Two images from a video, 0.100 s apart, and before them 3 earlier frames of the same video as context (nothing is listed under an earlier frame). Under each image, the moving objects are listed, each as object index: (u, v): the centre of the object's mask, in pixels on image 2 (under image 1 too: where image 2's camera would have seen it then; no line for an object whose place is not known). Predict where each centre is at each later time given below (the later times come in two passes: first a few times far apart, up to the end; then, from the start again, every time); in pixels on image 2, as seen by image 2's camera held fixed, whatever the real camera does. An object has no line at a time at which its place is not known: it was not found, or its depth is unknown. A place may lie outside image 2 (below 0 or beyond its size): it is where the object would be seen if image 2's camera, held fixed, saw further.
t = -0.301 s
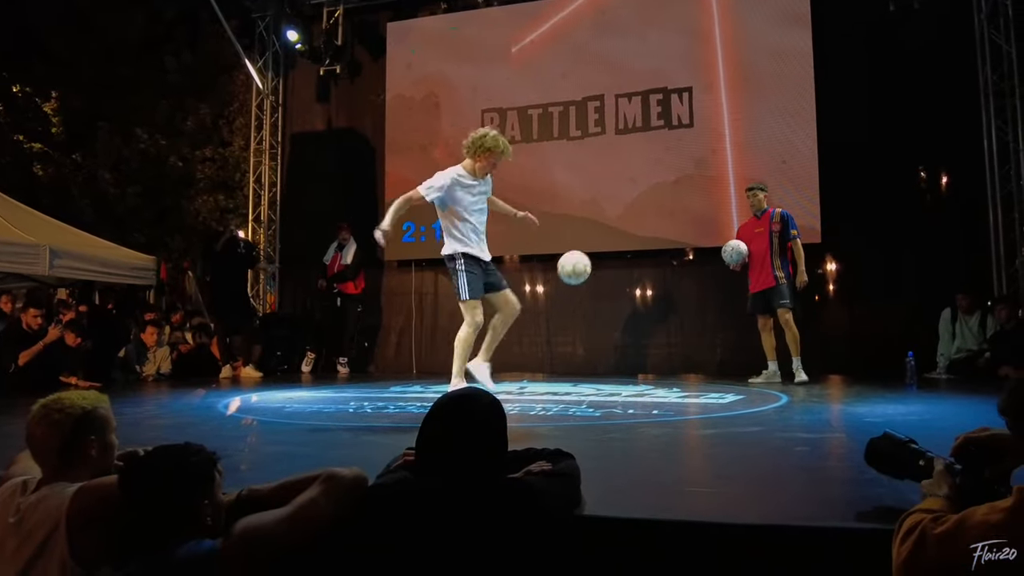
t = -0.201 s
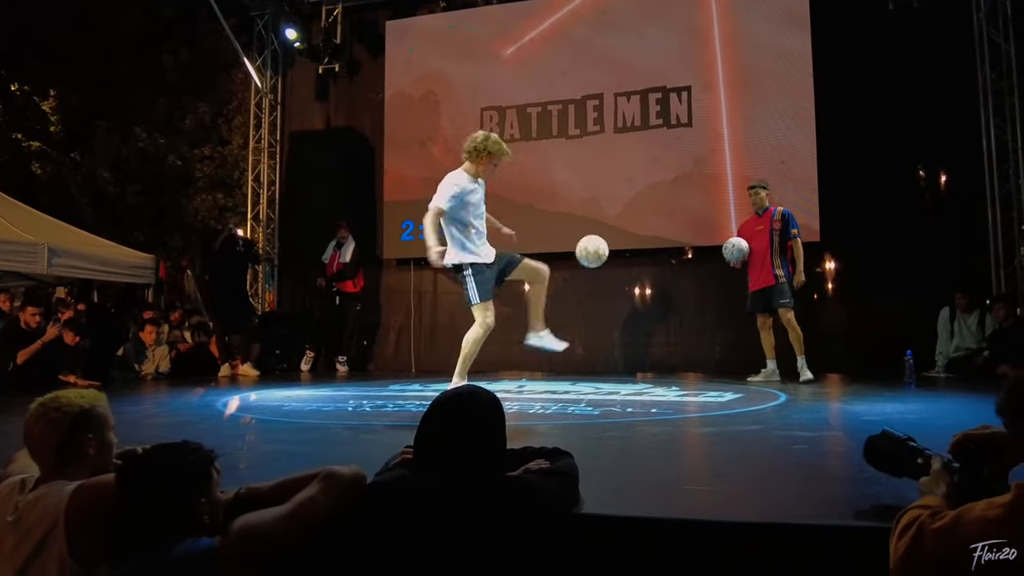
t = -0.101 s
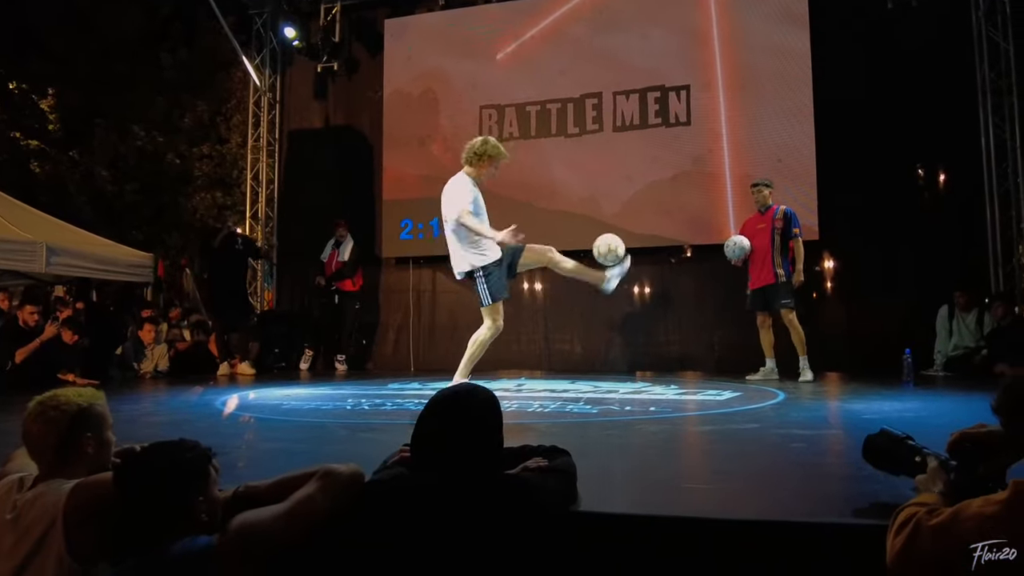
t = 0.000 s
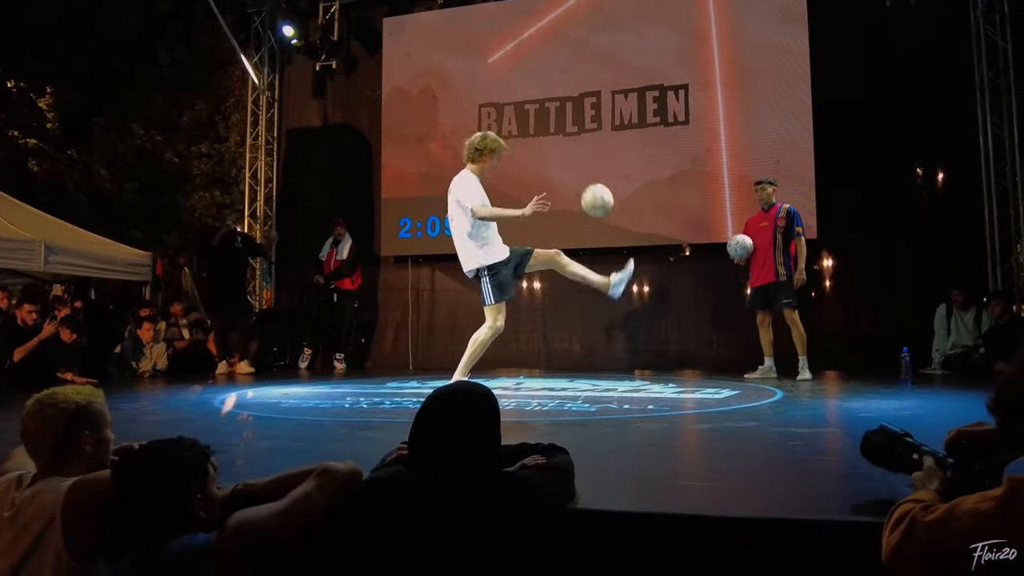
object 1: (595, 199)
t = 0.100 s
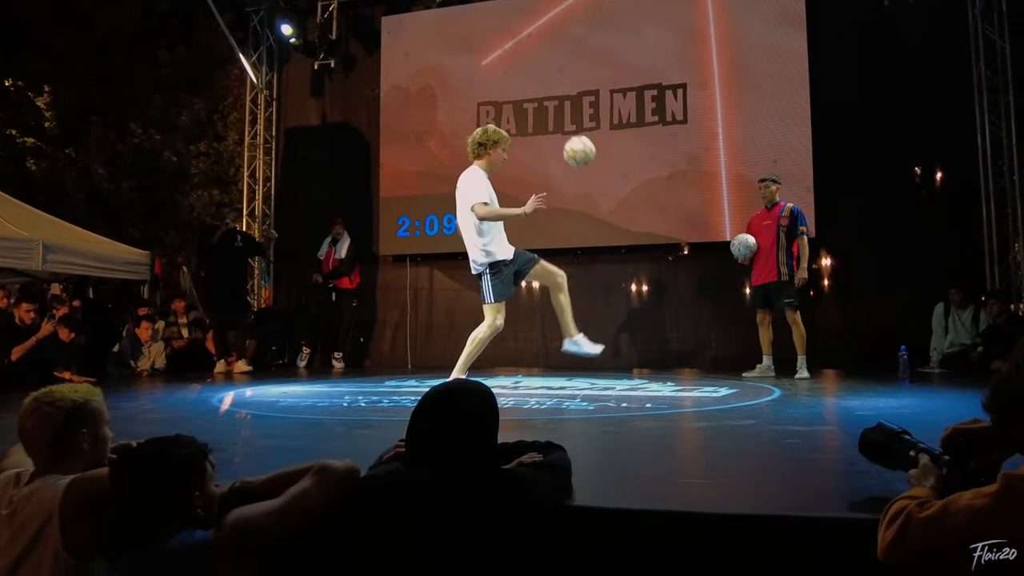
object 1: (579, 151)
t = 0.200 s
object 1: (562, 119)
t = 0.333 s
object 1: (539, 93)
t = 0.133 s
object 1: (573, 139)
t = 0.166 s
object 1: (568, 128)
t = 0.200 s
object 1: (562, 119)
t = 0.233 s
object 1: (556, 110)
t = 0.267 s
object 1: (551, 103)
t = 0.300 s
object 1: (545, 97)
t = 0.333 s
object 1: (539, 93)
